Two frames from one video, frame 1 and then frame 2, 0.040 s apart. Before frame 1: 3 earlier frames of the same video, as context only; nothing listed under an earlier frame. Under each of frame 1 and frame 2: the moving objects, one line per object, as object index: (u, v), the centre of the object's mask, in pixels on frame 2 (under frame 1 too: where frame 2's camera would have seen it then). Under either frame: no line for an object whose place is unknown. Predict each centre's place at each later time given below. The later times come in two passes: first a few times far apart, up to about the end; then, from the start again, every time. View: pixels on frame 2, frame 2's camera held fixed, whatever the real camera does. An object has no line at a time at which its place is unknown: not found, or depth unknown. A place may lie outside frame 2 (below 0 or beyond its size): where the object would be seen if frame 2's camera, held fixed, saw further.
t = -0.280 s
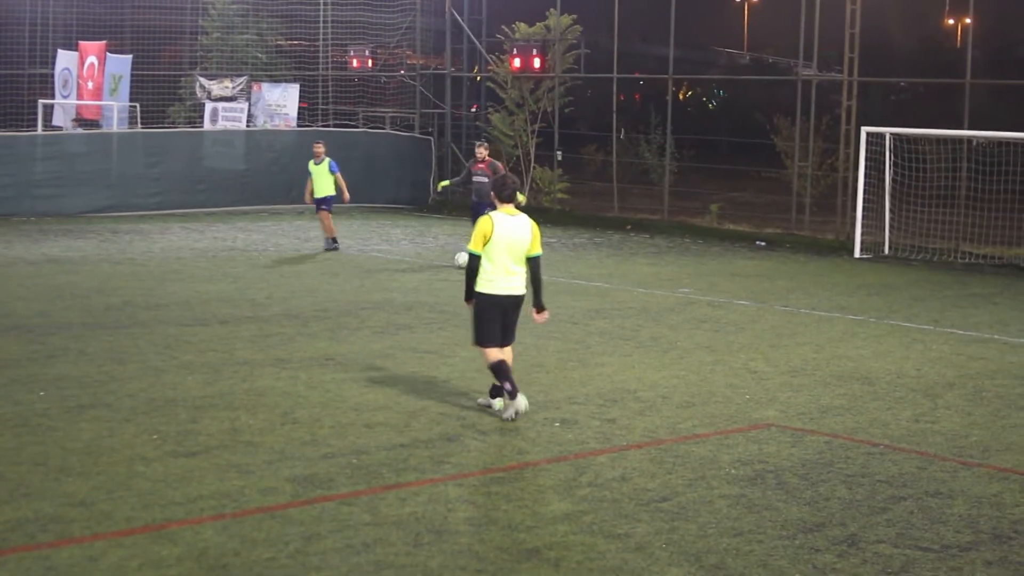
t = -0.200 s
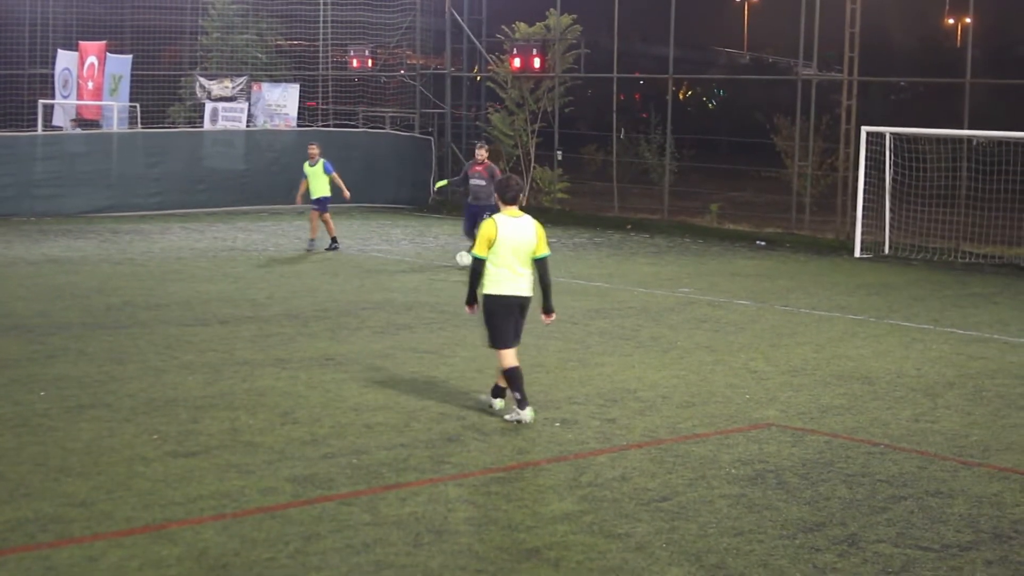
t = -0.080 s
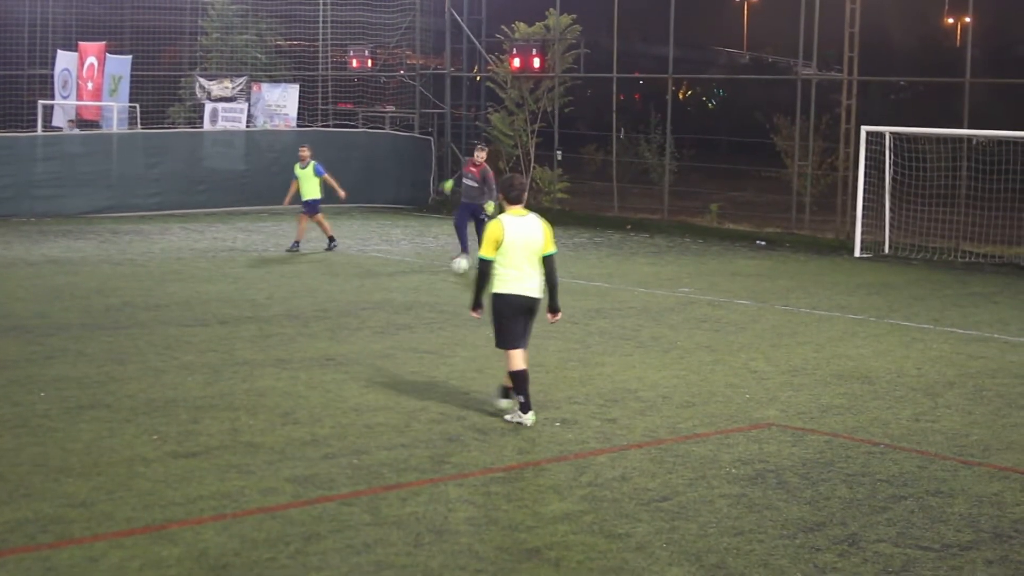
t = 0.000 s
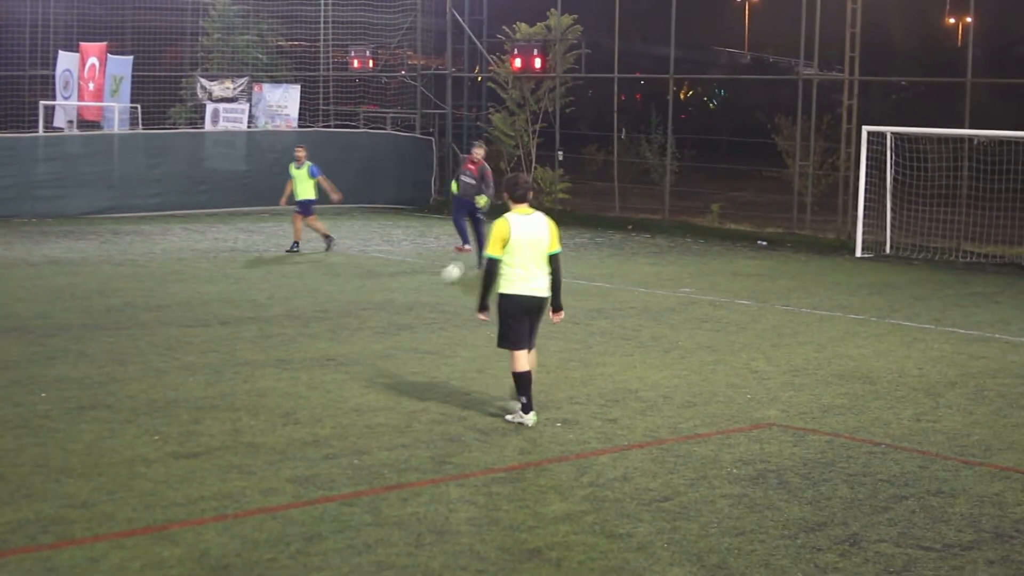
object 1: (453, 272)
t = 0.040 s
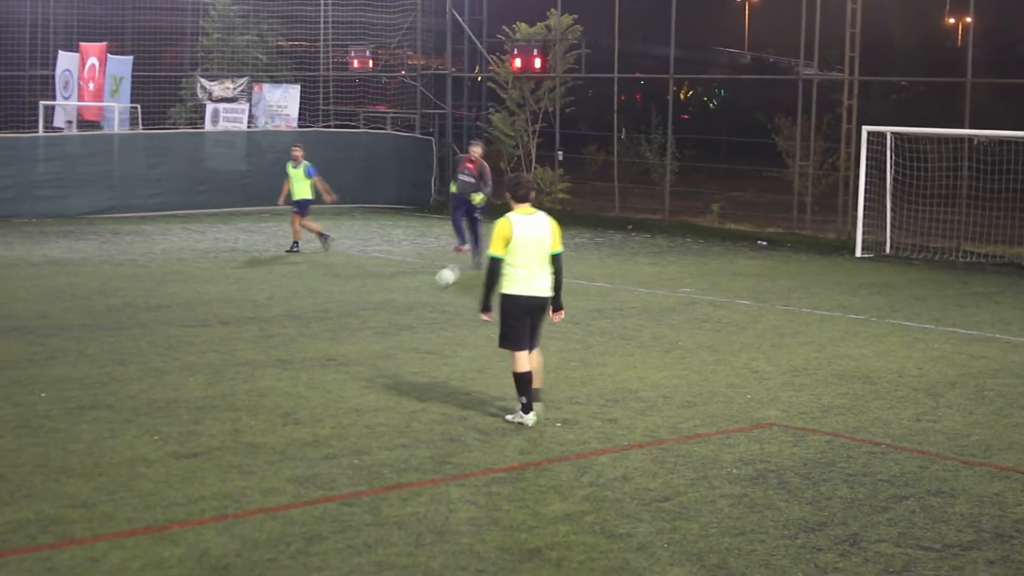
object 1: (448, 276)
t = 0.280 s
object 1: (411, 303)
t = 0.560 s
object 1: (358, 341)
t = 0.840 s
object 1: (290, 390)
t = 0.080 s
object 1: (442, 279)
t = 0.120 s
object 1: (436, 284)
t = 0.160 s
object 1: (431, 290)
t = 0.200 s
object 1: (424, 295)
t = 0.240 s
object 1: (418, 299)
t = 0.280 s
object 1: (411, 303)
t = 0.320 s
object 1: (404, 310)
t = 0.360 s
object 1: (397, 314)
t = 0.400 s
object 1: (391, 318)
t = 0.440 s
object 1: (384, 323)
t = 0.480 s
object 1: (374, 333)
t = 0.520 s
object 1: (366, 338)
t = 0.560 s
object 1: (358, 341)
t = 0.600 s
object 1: (349, 345)
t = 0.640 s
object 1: (340, 352)
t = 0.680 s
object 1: (330, 361)
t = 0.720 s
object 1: (320, 374)
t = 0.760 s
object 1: (310, 378)
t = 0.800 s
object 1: (300, 383)
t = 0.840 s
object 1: (290, 390)
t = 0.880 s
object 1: (279, 399)
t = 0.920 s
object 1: (268, 410)
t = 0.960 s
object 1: (256, 417)
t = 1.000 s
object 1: (243, 427)
